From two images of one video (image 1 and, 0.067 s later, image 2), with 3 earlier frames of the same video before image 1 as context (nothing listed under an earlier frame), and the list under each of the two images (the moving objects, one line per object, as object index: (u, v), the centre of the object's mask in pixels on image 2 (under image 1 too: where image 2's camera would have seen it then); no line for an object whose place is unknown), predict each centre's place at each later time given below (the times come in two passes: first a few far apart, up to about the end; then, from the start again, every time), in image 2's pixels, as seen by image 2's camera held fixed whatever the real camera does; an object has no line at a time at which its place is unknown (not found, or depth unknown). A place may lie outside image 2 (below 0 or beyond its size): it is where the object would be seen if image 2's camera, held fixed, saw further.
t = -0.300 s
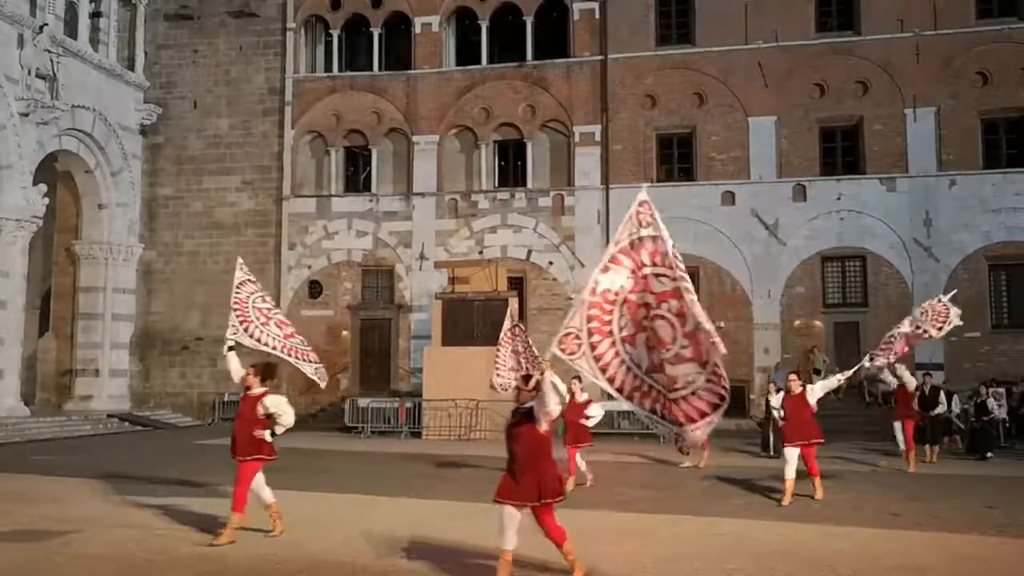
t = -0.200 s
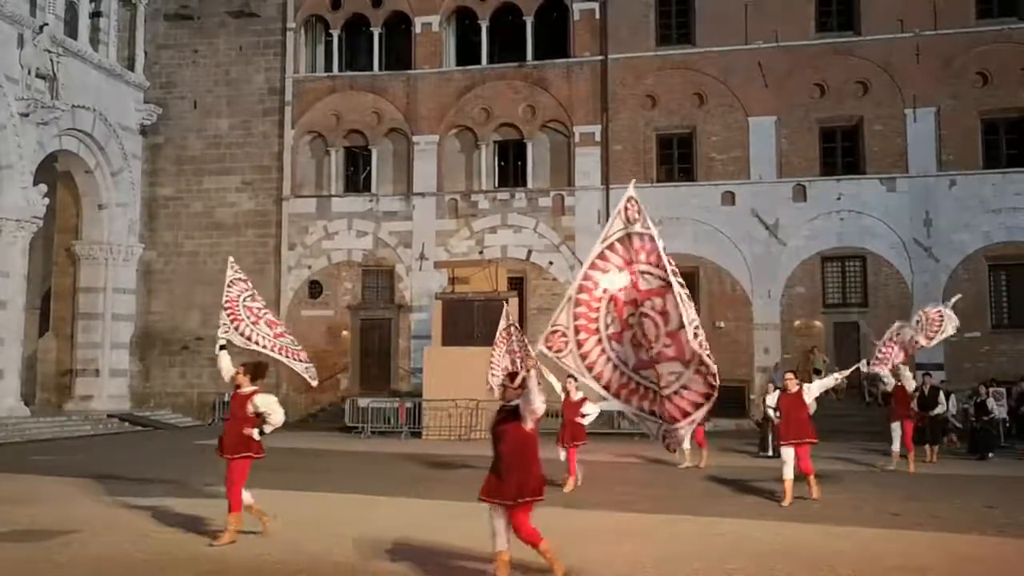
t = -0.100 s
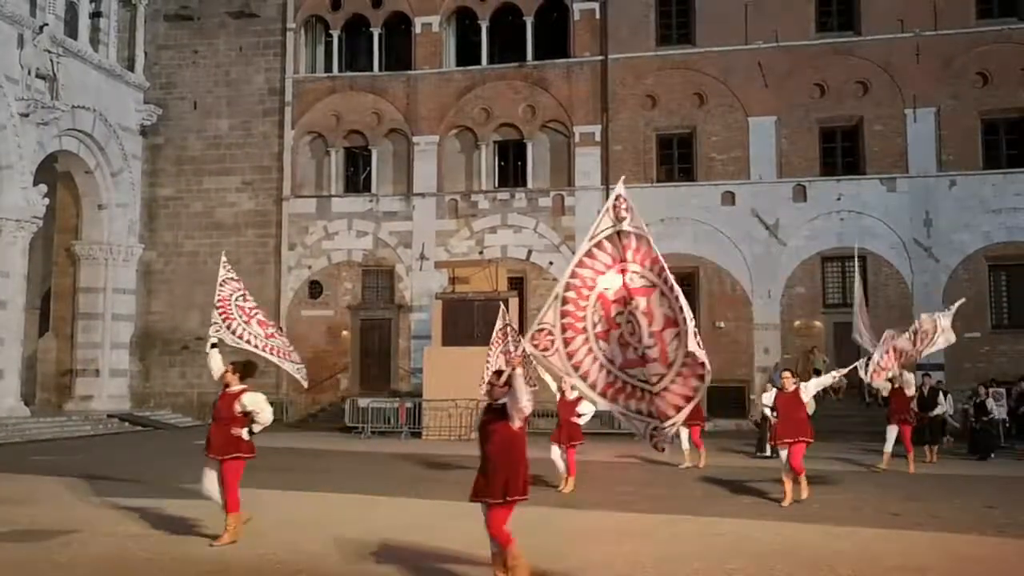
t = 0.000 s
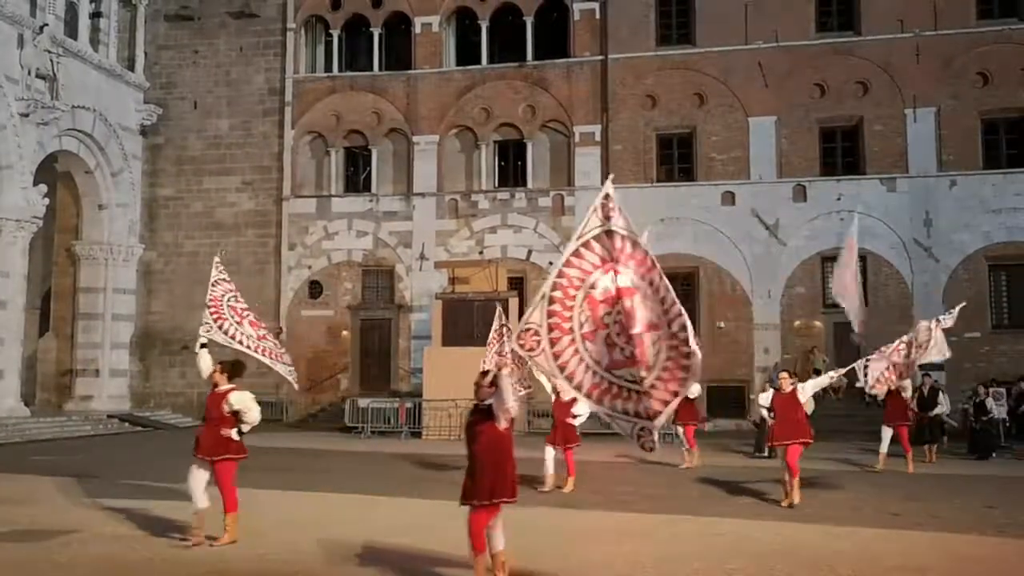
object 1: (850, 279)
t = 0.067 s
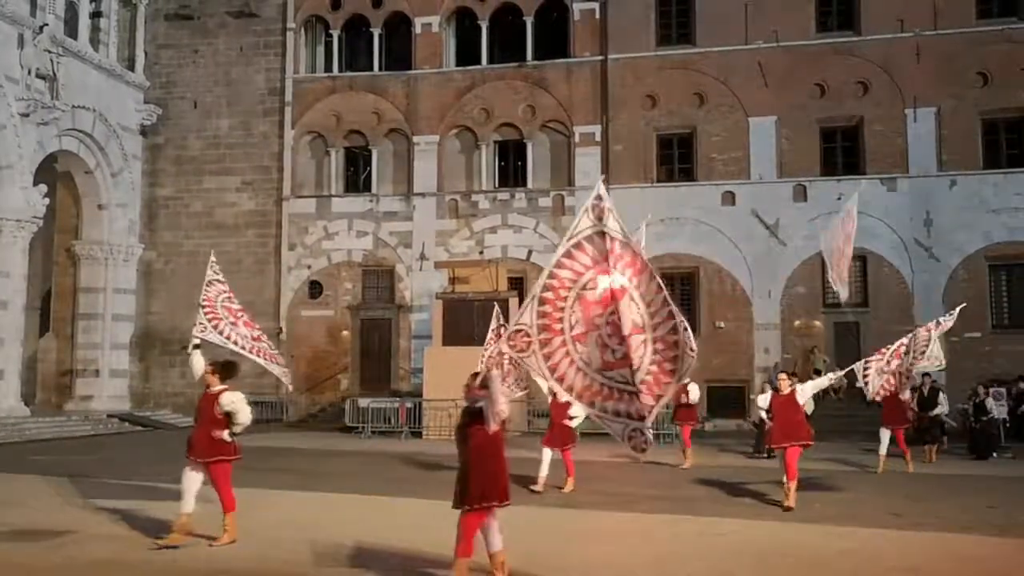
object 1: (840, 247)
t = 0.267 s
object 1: (836, 178)
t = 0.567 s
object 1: (837, 115)
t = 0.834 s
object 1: (843, 110)
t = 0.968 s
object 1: (848, 125)
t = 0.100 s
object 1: (839, 232)
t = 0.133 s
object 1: (837, 223)
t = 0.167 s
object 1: (837, 208)
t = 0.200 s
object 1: (837, 194)
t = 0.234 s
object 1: (837, 185)
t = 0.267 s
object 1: (836, 178)
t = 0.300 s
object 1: (836, 165)
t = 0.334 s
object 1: (836, 156)
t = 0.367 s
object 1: (836, 149)
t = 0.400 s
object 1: (836, 140)
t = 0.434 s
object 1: (835, 132)
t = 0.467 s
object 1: (835, 126)
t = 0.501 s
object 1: (834, 122)
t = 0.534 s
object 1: (836, 119)
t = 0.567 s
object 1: (837, 115)
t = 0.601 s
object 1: (837, 113)
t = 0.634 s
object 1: (838, 111)
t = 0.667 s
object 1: (838, 109)
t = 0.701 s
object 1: (839, 109)
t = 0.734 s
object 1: (840, 108)
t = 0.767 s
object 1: (840, 108)
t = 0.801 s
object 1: (842, 109)
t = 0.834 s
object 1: (843, 110)
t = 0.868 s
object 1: (844, 113)
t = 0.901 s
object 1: (845, 115)
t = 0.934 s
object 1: (846, 120)
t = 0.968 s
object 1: (848, 125)
